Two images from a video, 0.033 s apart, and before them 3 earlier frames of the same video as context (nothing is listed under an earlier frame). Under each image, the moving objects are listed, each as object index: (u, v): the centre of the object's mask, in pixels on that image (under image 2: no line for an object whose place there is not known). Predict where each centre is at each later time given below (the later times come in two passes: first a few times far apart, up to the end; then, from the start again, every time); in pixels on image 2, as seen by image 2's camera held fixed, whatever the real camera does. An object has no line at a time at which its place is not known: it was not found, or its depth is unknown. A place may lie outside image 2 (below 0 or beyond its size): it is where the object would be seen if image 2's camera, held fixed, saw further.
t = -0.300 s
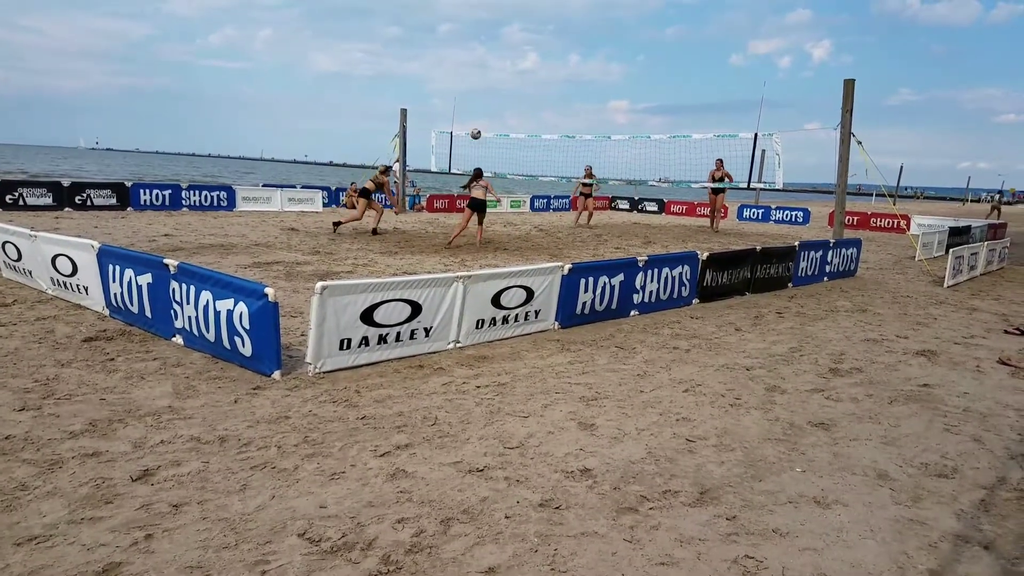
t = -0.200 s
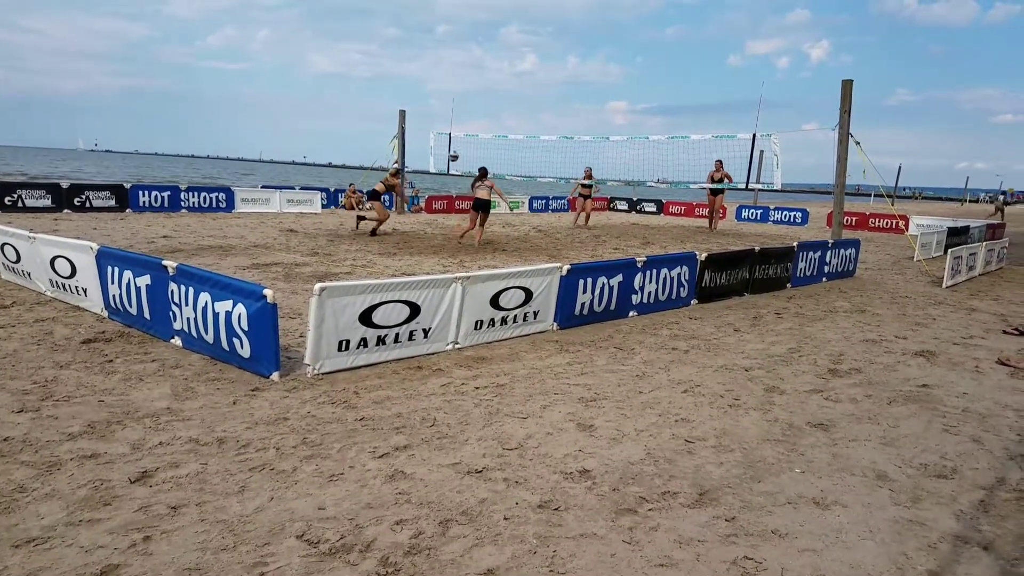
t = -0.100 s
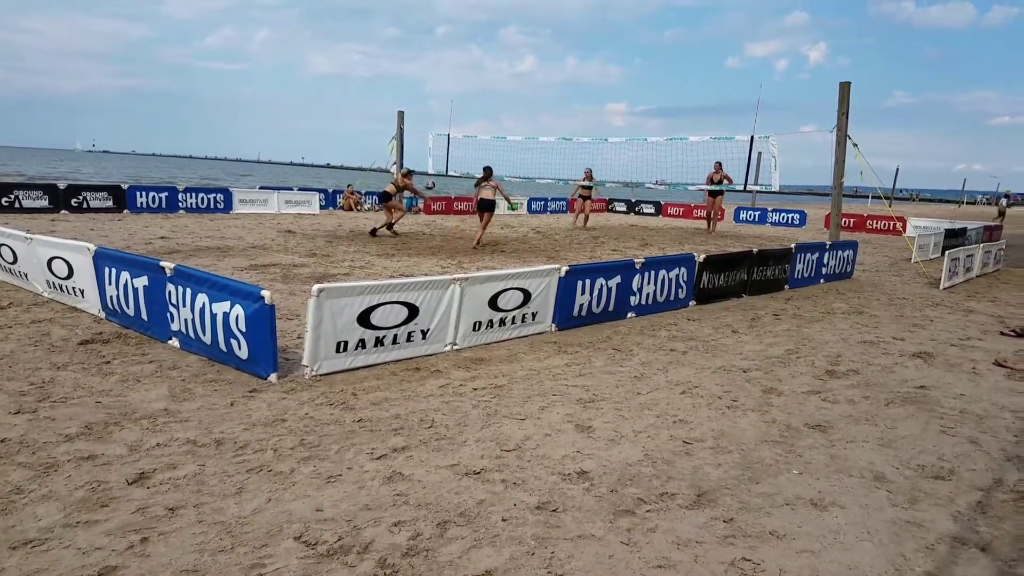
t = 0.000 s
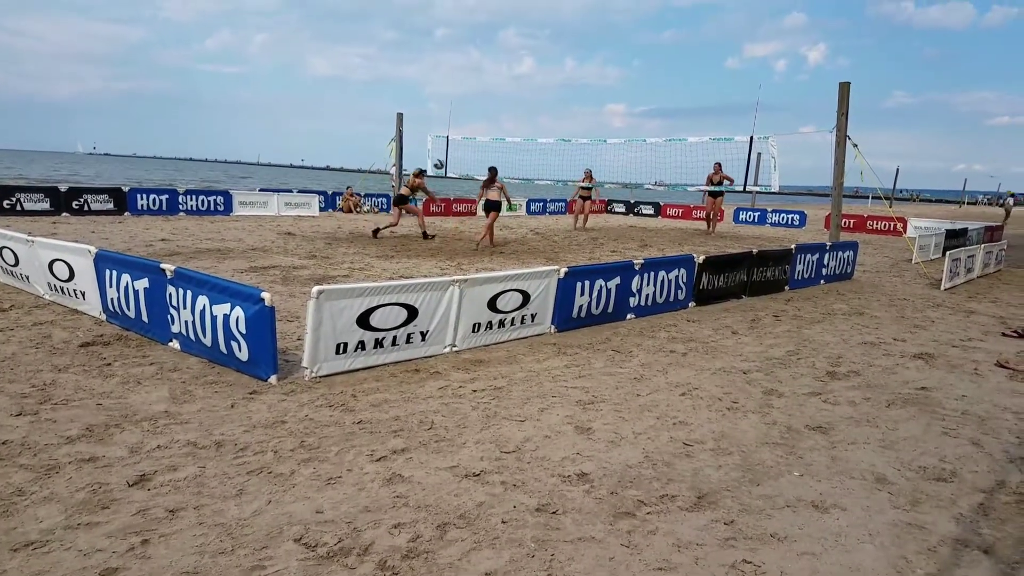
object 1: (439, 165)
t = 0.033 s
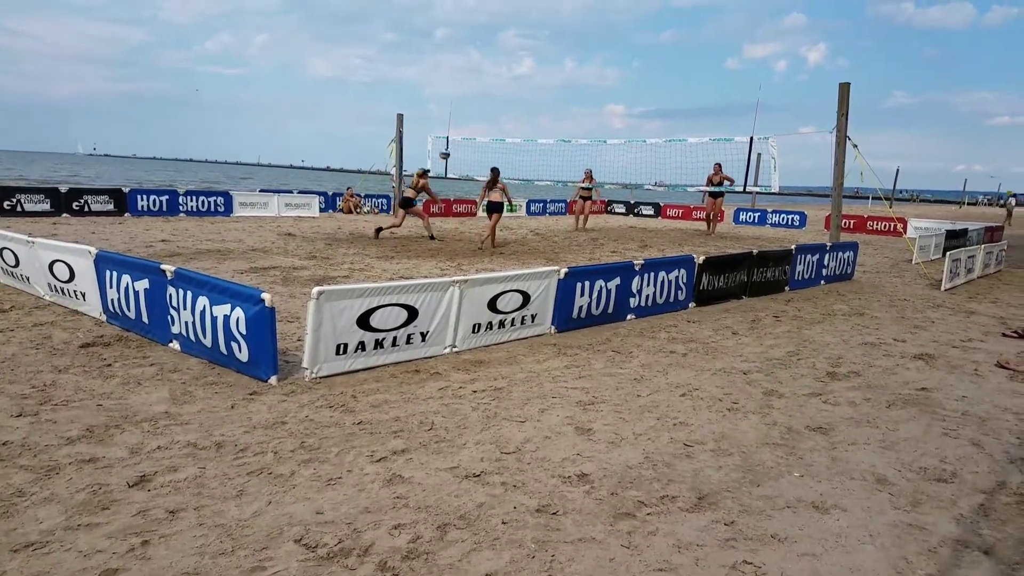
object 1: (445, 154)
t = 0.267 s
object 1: (481, 93)
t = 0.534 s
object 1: (523, 58)
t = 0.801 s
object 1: (563, 57)
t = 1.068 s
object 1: (596, 91)
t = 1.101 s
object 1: (599, 98)
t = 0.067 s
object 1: (450, 144)
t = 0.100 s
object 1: (455, 134)
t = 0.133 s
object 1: (460, 125)
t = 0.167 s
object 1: (465, 116)
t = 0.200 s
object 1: (471, 108)
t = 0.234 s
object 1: (476, 101)
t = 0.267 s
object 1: (481, 93)
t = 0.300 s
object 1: (486, 87)
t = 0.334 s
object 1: (492, 81)
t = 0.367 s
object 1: (497, 76)
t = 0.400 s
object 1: (502, 71)
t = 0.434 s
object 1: (507, 67)
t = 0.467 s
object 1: (513, 63)
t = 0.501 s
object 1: (518, 60)
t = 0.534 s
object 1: (523, 58)
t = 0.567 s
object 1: (528, 56)
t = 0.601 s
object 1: (534, 54)
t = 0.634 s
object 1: (539, 54)
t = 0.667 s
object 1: (543, 53)
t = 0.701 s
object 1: (548, 53)
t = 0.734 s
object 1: (553, 54)
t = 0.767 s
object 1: (558, 55)
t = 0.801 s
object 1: (563, 57)
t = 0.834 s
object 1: (567, 60)
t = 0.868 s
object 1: (571, 63)
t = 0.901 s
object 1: (576, 66)
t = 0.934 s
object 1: (580, 71)
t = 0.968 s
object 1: (584, 75)
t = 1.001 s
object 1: (588, 80)
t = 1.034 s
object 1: (592, 85)
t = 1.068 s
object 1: (596, 91)
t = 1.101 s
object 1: (599, 98)
